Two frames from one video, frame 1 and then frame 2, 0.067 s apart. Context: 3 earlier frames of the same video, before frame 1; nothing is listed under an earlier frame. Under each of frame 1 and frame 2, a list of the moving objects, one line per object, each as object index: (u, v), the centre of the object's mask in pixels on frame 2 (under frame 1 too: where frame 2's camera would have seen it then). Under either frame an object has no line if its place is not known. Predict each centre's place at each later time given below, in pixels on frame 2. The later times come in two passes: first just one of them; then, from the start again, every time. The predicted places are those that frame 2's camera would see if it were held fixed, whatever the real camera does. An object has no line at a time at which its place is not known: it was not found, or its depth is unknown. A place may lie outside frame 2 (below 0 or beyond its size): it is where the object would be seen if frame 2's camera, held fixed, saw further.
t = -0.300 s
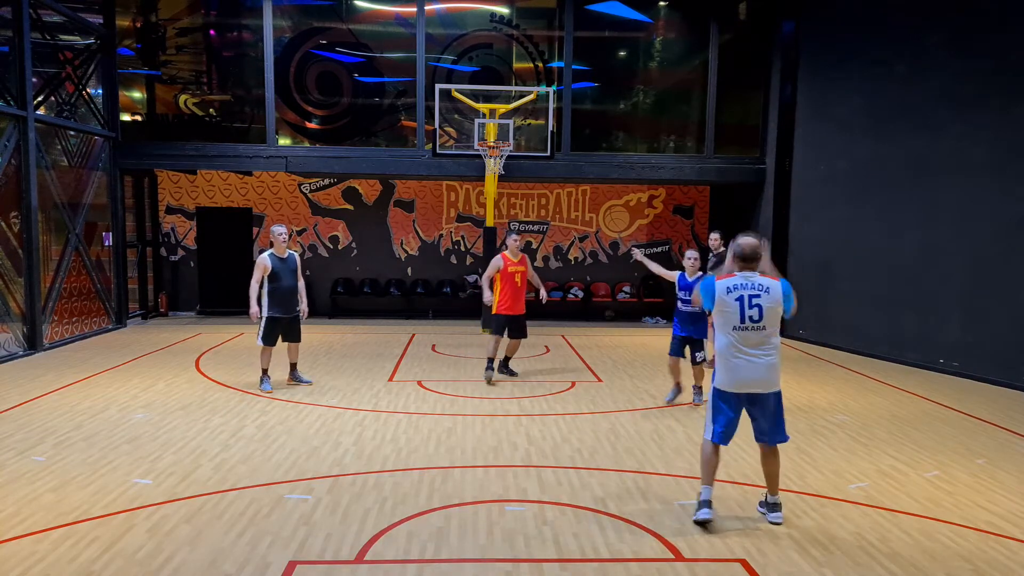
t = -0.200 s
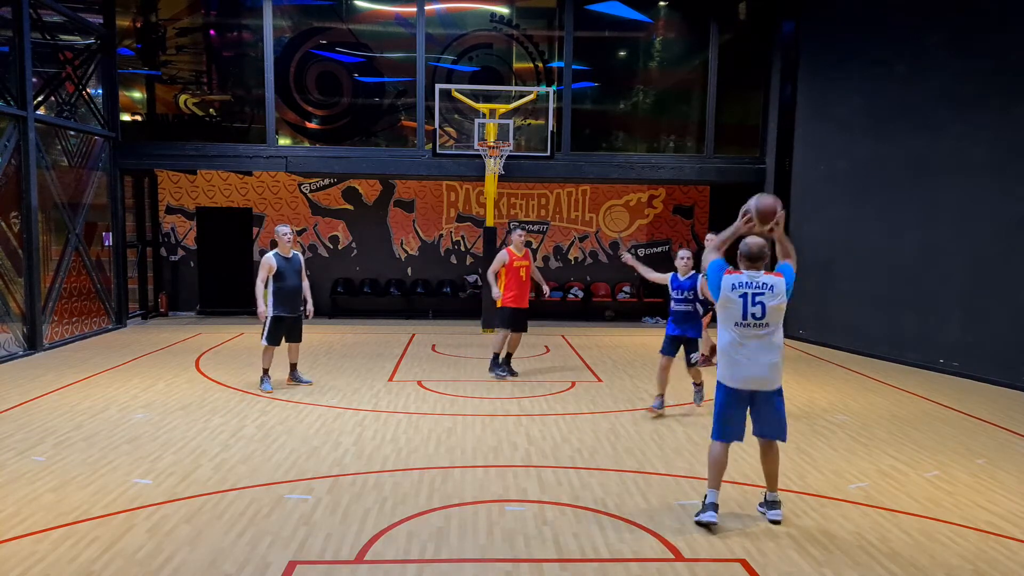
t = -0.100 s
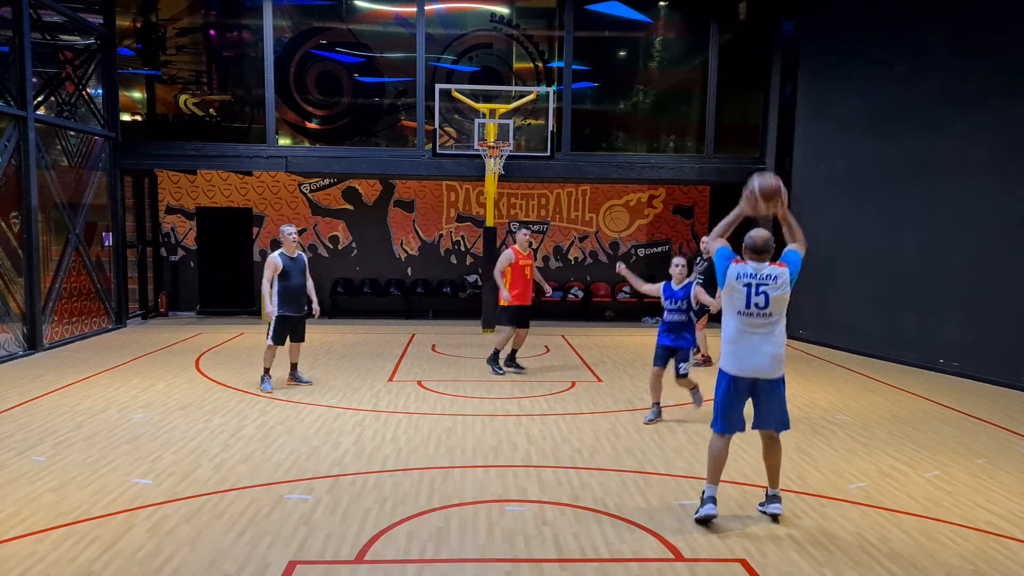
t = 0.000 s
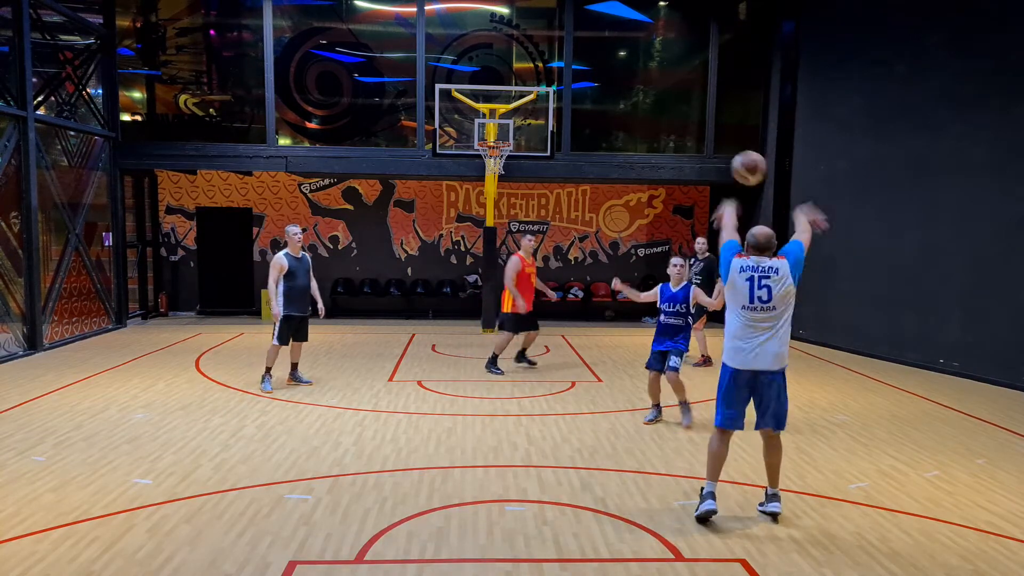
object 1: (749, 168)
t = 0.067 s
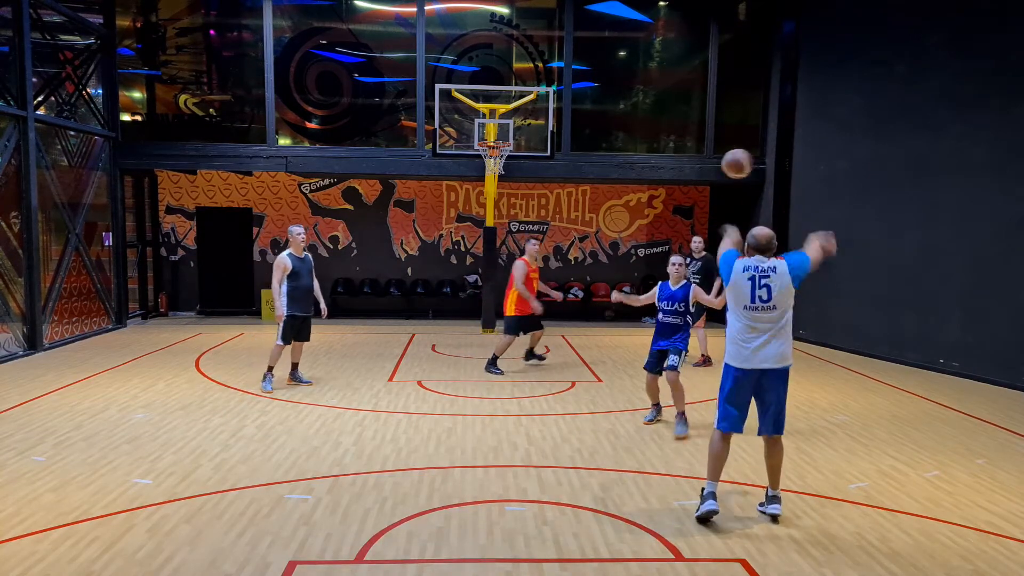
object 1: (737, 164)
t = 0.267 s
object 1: (713, 178)
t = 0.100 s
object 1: (732, 164)
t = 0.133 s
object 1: (728, 165)
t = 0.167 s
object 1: (724, 166)
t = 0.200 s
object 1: (720, 169)
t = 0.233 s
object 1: (716, 173)
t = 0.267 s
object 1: (713, 178)
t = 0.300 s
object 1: (710, 182)
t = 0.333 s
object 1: (707, 187)
